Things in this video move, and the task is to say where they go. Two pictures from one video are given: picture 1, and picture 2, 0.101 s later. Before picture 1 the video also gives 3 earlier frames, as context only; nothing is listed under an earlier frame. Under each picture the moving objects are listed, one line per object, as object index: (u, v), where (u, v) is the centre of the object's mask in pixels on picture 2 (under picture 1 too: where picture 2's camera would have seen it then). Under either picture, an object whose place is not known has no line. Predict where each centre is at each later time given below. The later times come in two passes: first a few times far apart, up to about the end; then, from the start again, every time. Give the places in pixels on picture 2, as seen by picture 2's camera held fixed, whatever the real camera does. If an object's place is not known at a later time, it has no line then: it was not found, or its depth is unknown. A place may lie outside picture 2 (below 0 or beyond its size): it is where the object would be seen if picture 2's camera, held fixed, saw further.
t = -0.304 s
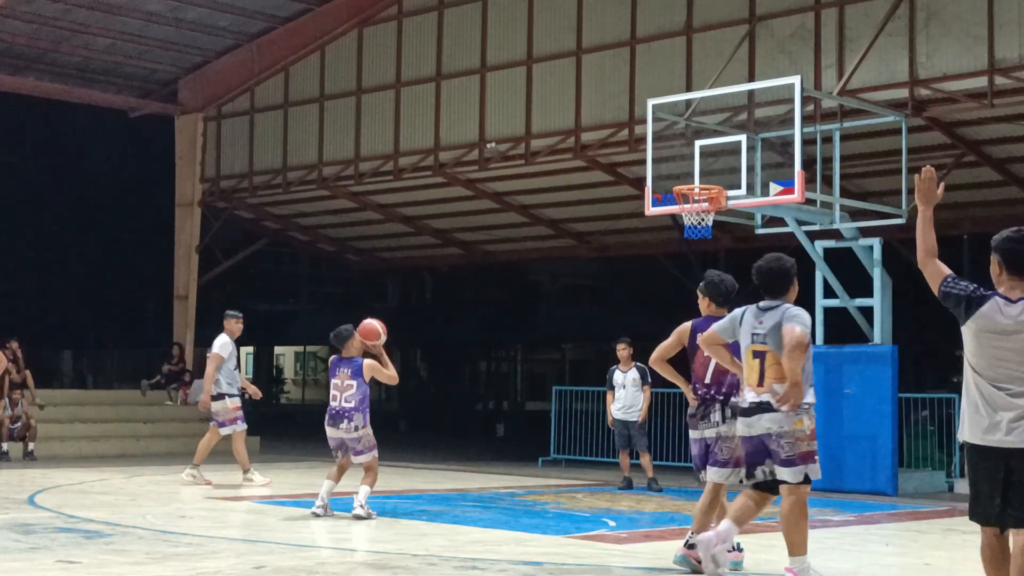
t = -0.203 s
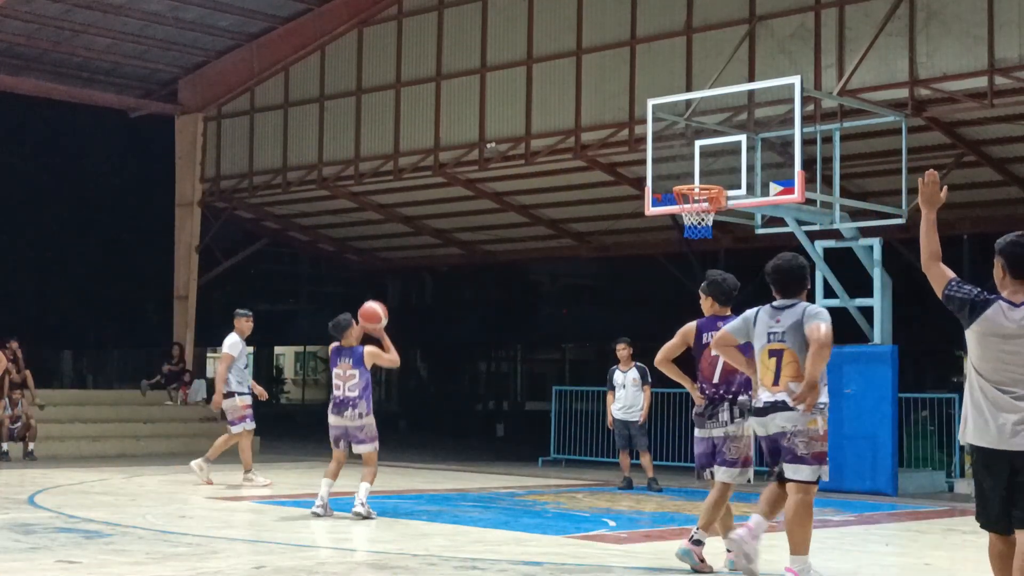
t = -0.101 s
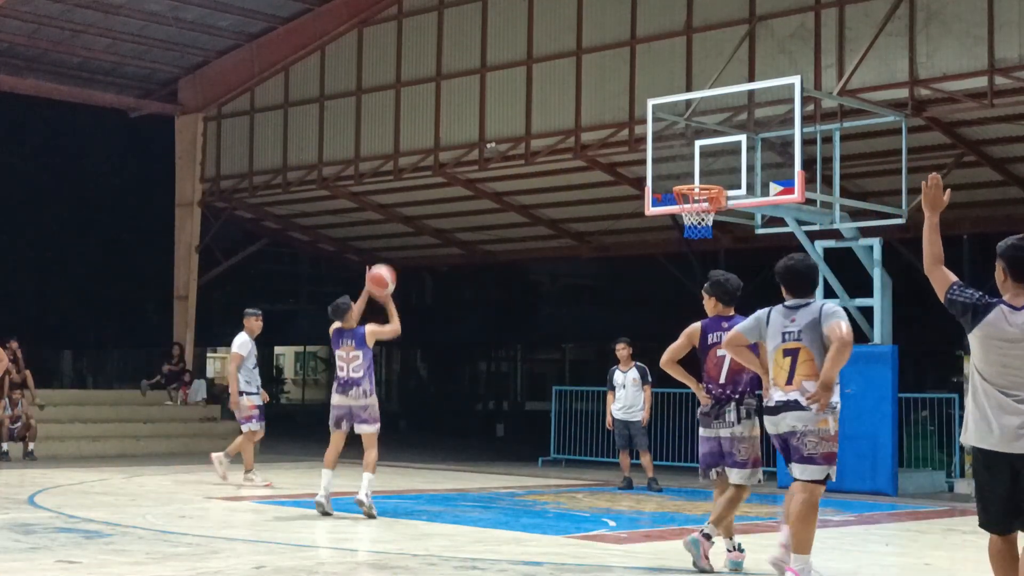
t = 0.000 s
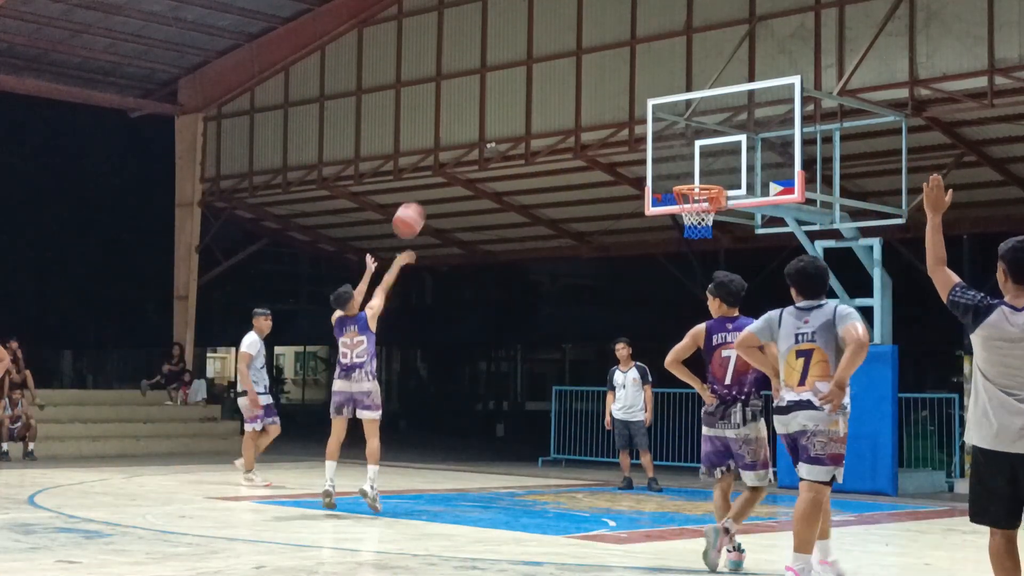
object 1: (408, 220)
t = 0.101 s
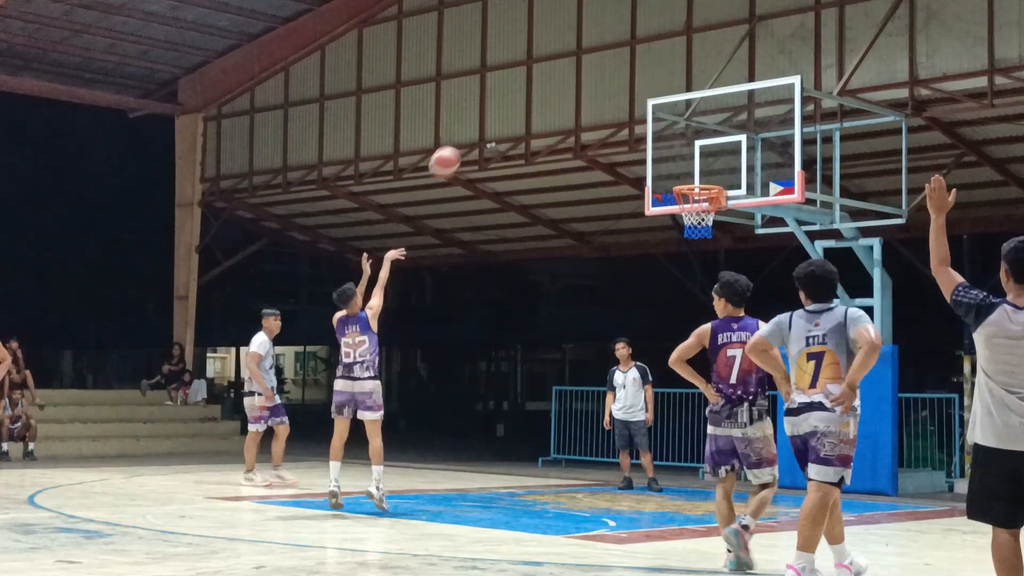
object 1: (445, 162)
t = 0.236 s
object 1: (490, 107)
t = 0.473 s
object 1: (563, 65)
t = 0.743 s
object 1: (636, 89)
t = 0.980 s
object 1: (693, 166)
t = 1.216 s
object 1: (679, 202)
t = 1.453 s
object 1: (667, 208)
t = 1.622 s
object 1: (659, 246)
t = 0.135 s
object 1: (456, 147)
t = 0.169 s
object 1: (468, 132)
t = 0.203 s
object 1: (479, 118)
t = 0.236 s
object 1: (490, 107)
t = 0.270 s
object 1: (501, 97)
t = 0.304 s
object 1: (511, 88)
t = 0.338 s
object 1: (522, 81)
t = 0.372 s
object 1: (532, 75)
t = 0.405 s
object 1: (542, 71)
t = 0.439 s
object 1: (553, 67)
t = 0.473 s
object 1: (563, 65)
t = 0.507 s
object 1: (572, 64)
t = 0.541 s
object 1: (582, 64)
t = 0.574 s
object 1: (591, 65)
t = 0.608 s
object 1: (600, 67)
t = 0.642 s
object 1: (609, 71)
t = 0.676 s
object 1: (618, 76)
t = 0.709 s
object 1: (627, 82)
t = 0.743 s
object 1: (636, 89)
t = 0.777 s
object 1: (643, 96)
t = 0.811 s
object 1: (652, 105)
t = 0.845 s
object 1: (662, 117)
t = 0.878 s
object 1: (669, 127)
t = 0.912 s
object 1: (677, 140)
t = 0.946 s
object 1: (685, 151)
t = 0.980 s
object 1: (693, 166)
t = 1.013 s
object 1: (702, 177)
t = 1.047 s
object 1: (700, 193)
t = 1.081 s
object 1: (693, 203)
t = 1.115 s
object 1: (686, 209)
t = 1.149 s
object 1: (684, 208)
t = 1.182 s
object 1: (681, 202)
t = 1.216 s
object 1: (679, 202)
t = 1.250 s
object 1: (676, 197)
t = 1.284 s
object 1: (675, 194)
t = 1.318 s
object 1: (673, 198)
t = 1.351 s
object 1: (672, 198)
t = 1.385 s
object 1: (671, 200)
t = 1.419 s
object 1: (669, 204)
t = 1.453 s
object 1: (667, 208)
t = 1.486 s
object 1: (665, 214)
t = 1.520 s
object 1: (664, 221)
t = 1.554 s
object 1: (662, 228)
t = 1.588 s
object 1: (660, 236)
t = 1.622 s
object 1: (659, 246)
